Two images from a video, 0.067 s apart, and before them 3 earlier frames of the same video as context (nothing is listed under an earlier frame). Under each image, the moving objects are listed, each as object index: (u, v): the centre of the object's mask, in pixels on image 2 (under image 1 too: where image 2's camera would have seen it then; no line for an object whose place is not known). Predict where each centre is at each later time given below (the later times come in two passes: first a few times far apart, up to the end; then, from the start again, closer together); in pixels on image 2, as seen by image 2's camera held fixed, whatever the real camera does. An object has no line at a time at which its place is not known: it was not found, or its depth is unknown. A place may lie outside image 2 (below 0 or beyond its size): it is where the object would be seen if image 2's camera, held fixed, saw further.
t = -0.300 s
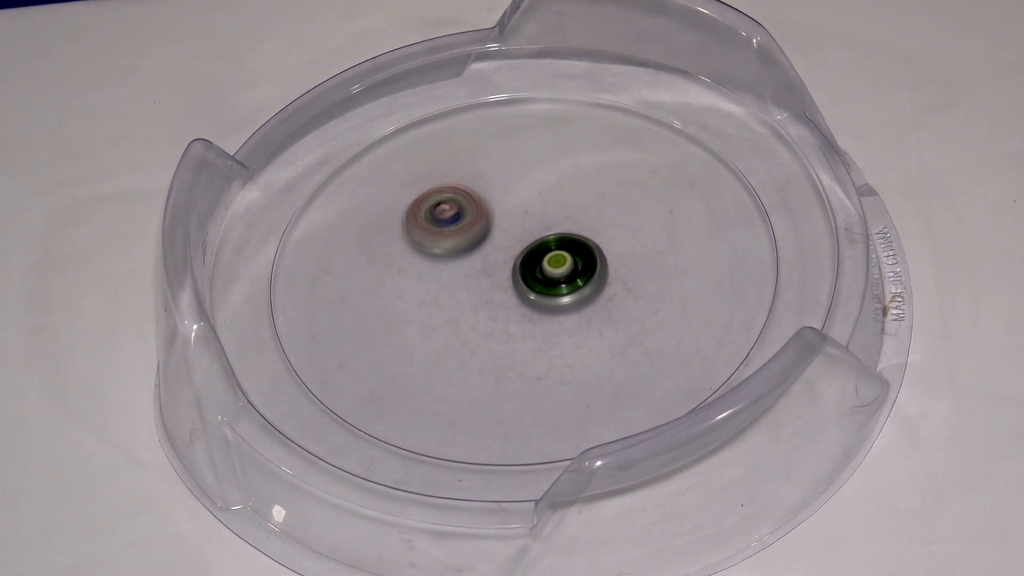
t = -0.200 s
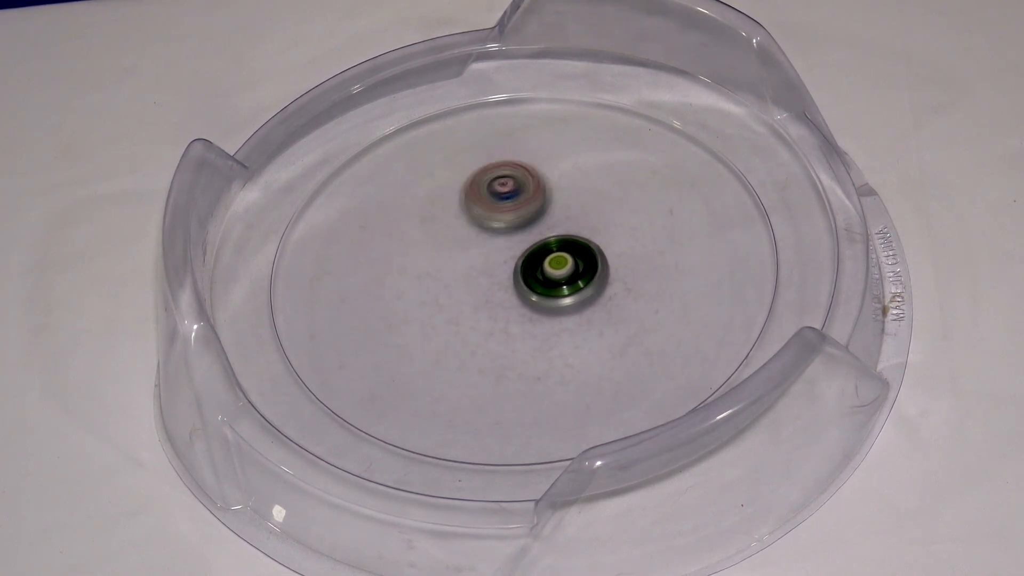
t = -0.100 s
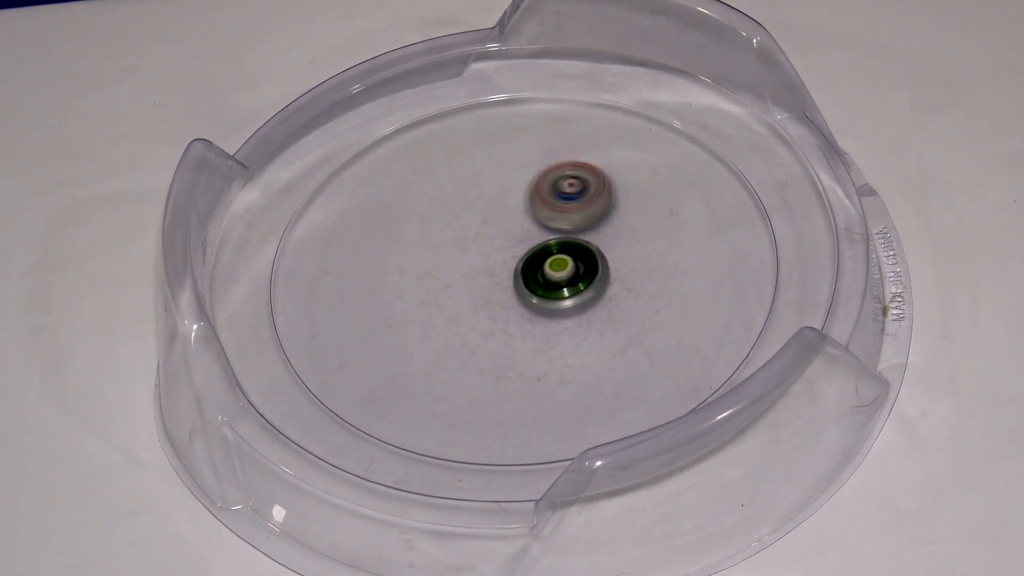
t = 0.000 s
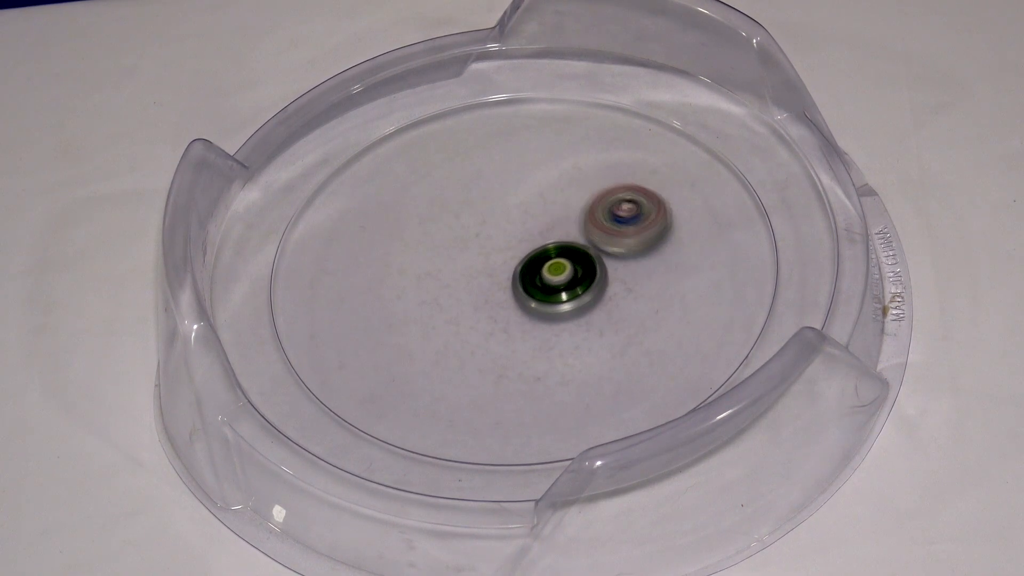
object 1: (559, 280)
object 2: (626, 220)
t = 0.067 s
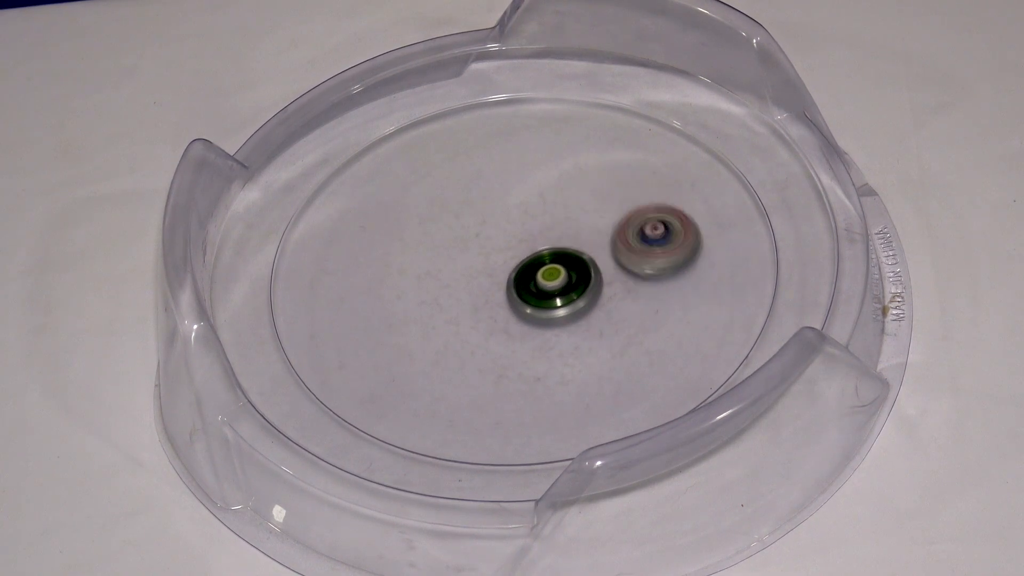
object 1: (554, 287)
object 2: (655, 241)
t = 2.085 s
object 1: (585, 224)
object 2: (327, 225)
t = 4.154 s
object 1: (596, 255)
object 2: (487, 265)
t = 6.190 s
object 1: (498, 360)
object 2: (618, 192)
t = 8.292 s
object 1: (583, 279)
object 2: (472, 266)
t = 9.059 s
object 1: (507, 361)
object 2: (639, 235)
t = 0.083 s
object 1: (553, 287)
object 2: (660, 248)
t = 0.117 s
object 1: (553, 289)
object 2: (666, 263)
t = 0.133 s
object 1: (553, 289)
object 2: (667, 271)
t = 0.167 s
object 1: (552, 291)
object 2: (666, 288)
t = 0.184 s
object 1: (552, 291)
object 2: (664, 296)
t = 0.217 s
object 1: (551, 292)
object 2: (657, 312)
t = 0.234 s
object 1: (551, 293)
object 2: (651, 320)
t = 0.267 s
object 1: (551, 294)
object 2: (638, 335)
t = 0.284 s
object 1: (550, 294)
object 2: (630, 341)
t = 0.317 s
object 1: (549, 295)
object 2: (611, 352)
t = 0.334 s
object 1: (549, 295)
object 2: (601, 357)
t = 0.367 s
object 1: (548, 296)
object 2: (579, 364)
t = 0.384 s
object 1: (547, 296)
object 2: (567, 367)
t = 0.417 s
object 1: (547, 297)
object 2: (543, 369)
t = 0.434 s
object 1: (547, 297)
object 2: (531, 369)
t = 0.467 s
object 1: (547, 298)
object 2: (509, 366)
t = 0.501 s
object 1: (547, 299)
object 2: (488, 361)
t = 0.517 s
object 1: (546, 300)
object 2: (478, 356)
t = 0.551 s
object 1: (546, 301)
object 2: (462, 346)
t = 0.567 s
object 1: (546, 301)
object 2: (454, 341)
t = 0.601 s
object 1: (545, 301)
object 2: (443, 327)
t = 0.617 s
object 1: (545, 301)
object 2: (438, 320)
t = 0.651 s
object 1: (544, 302)
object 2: (432, 304)
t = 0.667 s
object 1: (544, 302)
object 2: (430, 297)
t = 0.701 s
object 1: (543, 302)
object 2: (430, 281)
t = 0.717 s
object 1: (543, 302)
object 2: (431, 273)
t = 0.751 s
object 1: (542, 302)
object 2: (437, 256)
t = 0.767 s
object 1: (542, 302)
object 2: (441, 249)
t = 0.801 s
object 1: (541, 302)
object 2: (451, 234)
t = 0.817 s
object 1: (541, 302)
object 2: (458, 227)
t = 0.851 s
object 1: (540, 302)
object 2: (473, 215)
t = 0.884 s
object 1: (539, 302)
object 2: (489, 204)
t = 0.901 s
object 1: (538, 302)
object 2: (499, 199)
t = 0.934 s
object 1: (537, 301)
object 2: (519, 192)
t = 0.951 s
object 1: (537, 301)
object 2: (529, 190)
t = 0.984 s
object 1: (536, 300)
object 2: (551, 186)
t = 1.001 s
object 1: (536, 300)
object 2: (561, 186)
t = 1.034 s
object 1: (535, 299)
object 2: (582, 187)
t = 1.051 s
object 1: (534, 299)
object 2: (592, 189)
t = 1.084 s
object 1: (534, 299)
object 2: (611, 195)
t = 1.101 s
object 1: (533, 298)
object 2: (620, 199)
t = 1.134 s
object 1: (532, 298)
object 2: (635, 208)
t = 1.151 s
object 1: (532, 297)
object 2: (642, 214)
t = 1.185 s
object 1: (531, 296)
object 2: (653, 228)
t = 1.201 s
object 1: (531, 296)
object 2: (657, 235)
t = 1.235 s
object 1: (529, 295)
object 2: (661, 250)
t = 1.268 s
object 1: (528, 294)
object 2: (662, 267)
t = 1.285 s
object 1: (527, 293)
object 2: (660, 276)
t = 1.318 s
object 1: (526, 293)
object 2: (654, 292)
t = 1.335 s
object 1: (525, 293)
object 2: (649, 300)
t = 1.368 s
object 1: (524, 292)
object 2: (637, 315)
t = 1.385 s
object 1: (523, 292)
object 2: (629, 322)
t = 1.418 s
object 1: (522, 291)
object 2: (612, 334)
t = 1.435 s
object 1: (522, 291)
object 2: (602, 339)
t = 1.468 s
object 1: (520, 290)
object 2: (581, 348)
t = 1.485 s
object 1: (520, 289)
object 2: (570, 351)
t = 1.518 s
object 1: (519, 288)
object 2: (547, 355)
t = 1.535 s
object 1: (519, 287)
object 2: (536, 356)
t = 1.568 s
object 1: (518, 275)
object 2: (513, 370)
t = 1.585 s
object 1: (518, 267)
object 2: (502, 376)
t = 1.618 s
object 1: (518, 254)
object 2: (479, 385)
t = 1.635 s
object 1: (517, 249)
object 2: (469, 387)
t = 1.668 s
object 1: (517, 240)
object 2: (449, 387)
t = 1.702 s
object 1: (516, 235)
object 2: (431, 384)
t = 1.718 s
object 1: (515, 233)
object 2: (423, 380)
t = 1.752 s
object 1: (513, 232)
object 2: (407, 371)
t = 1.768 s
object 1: (512, 231)
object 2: (400, 366)
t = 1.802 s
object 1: (509, 231)
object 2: (388, 353)
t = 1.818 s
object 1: (508, 231)
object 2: (383, 346)
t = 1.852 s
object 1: (506, 231)
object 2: (376, 332)
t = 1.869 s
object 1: (505, 232)
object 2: (374, 324)
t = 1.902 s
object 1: (503, 232)
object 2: (373, 308)
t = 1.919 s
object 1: (502, 232)
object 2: (373, 300)
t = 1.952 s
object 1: (500, 232)
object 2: (378, 283)
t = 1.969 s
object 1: (499, 232)
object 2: (381, 276)
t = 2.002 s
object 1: (498, 232)
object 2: (392, 261)
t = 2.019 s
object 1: (498, 233)
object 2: (398, 254)
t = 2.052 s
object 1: (525, 231)
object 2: (379, 240)
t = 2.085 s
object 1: (585, 224)
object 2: (327, 225)
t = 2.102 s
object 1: (614, 222)
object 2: (300, 217)
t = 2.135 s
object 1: (668, 213)
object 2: (276, 202)
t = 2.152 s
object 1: (692, 208)
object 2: (269, 198)
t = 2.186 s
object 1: (737, 199)
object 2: (272, 200)
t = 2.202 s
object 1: (754, 192)
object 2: (286, 207)
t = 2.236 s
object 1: (776, 187)
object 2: (322, 219)
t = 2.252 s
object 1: (787, 189)
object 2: (341, 222)
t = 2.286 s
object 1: (804, 188)
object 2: (382, 230)
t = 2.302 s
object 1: (810, 188)
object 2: (404, 235)
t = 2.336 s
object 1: (811, 189)
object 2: (451, 241)
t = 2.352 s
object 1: (809, 191)
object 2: (471, 243)
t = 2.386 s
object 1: (803, 193)
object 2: (516, 247)
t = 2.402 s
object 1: (798, 194)
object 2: (538, 249)
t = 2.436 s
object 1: (783, 196)
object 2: (577, 253)
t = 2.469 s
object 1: (766, 200)
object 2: (612, 258)
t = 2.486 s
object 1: (756, 203)
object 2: (628, 261)
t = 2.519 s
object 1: (733, 205)
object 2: (654, 266)
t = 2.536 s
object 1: (720, 208)
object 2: (663, 270)
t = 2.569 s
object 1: (703, 200)
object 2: (664, 292)
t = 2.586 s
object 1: (695, 195)
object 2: (663, 302)
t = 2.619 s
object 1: (674, 185)
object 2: (658, 322)
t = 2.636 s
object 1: (663, 181)
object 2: (655, 331)
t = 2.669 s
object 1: (638, 173)
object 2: (646, 346)
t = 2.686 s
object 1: (625, 169)
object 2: (642, 352)
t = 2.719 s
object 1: (598, 162)
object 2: (630, 365)
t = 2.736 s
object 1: (586, 160)
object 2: (624, 370)
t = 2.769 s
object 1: (560, 159)
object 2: (611, 378)
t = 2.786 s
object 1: (548, 160)
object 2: (604, 382)
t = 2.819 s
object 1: (526, 163)
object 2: (589, 389)
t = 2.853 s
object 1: (506, 170)
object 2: (573, 392)
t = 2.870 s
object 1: (497, 174)
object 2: (563, 394)
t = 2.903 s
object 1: (481, 185)
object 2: (544, 394)
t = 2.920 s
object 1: (475, 191)
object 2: (535, 394)
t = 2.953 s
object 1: (465, 204)
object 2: (517, 390)
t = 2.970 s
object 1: (462, 212)
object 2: (508, 387)
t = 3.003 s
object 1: (459, 226)
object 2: (492, 379)
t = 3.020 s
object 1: (458, 233)
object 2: (485, 374)
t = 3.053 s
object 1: (460, 248)
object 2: (475, 362)
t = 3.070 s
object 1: (462, 255)
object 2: (471, 355)
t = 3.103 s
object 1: (469, 266)
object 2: (466, 342)
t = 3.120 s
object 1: (476, 262)
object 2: (460, 349)
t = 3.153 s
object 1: (498, 230)
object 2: (443, 377)
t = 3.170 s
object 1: (509, 217)
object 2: (435, 389)
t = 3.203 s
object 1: (531, 192)
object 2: (423, 409)
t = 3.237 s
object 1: (553, 170)
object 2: (415, 422)
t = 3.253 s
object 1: (564, 161)
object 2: (412, 428)
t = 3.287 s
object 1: (582, 145)
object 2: (414, 427)
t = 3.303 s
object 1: (590, 139)
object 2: (416, 425)
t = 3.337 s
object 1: (602, 132)
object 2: (420, 416)
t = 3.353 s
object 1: (607, 129)
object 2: (422, 413)
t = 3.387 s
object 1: (614, 129)
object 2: (426, 401)
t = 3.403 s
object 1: (616, 130)
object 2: (429, 395)
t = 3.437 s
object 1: (616, 134)
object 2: (434, 380)
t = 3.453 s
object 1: (616, 137)
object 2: (438, 371)
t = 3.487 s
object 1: (613, 145)
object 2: (444, 354)
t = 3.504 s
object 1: (611, 149)
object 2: (447, 345)
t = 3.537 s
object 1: (605, 161)
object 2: (456, 325)
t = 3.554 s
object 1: (602, 167)
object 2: (460, 316)
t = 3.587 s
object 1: (595, 180)
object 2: (472, 297)
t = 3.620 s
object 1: (586, 195)
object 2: (486, 280)
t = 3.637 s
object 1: (582, 203)
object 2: (494, 272)
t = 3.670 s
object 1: (586, 211)
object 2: (493, 268)
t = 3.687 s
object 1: (600, 207)
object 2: (478, 273)
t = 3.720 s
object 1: (624, 200)
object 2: (449, 285)
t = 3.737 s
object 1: (634, 198)
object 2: (435, 290)
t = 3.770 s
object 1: (650, 194)
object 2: (415, 299)
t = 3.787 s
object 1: (656, 194)
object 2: (406, 303)
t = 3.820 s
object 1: (664, 194)
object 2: (393, 310)
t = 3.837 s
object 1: (666, 195)
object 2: (388, 313)
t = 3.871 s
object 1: (666, 197)
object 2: (385, 316)
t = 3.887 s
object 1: (665, 199)
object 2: (385, 316)
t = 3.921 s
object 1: (661, 204)
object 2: (389, 317)
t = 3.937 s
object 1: (659, 206)
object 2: (393, 316)
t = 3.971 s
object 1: (652, 212)
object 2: (404, 313)
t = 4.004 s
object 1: (643, 219)
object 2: (418, 307)
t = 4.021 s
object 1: (639, 222)
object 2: (425, 304)
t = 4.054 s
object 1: (629, 230)
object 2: (441, 295)
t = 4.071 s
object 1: (624, 235)
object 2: (449, 291)
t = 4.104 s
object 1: (613, 243)
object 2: (464, 281)
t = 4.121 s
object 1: (608, 246)
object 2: (472, 275)
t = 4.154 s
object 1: (596, 255)
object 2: (487, 265)
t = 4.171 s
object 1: (591, 260)
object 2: (495, 260)
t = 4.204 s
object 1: (592, 271)
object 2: (499, 249)
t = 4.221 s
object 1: (595, 277)
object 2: (500, 243)
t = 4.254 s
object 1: (600, 289)
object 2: (506, 234)
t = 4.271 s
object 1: (602, 294)
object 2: (511, 230)
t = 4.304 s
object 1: (608, 307)
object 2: (522, 223)
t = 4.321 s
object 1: (611, 312)
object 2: (529, 220)
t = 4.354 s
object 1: (618, 322)
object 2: (544, 216)
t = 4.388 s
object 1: (626, 330)
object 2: (560, 213)
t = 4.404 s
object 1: (629, 333)
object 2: (568, 212)
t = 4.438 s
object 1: (637, 339)
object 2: (584, 213)
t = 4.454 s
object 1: (640, 341)
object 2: (592, 214)
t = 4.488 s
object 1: (647, 344)
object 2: (608, 218)
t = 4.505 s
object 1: (650, 345)
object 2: (615, 221)
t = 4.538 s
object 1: (656, 345)
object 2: (627, 229)
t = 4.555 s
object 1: (659, 344)
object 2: (632, 233)
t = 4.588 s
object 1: (663, 341)
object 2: (639, 244)
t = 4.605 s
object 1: (664, 339)
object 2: (642, 250)
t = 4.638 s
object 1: (664, 335)
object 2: (644, 262)
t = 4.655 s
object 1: (663, 332)
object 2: (643, 267)
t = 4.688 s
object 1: (666, 340)
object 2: (632, 267)
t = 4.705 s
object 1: (670, 350)
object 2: (621, 259)
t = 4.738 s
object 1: (678, 368)
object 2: (597, 240)
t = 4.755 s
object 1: (681, 374)
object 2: (585, 232)
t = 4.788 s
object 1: (683, 381)
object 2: (561, 218)
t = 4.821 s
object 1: (683, 386)
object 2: (538, 206)
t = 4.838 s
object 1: (683, 387)
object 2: (527, 202)
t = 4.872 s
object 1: (679, 390)
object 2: (507, 195)
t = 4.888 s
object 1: (677, 390)
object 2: (499, 193)
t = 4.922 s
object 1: (670, 389)
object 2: (485, 190)
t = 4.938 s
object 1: (667, 388)
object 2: (480, 190)
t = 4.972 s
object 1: (659, 385)
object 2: (473, 192)
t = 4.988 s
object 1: (653, 381)
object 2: (471, 193)
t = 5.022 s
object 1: (641, 372)
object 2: (471, 197)
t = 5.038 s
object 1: (634, 366)
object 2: (472, 199)
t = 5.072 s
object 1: (620, 354)
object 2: (478, 204)
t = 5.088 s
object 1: (612, 347)
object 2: (482, 206)
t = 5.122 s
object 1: (596, 332)
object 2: (491, 210)
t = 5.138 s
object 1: (588, 324)
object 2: (496, 213)
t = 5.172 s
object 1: (571, 308)
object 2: (507, 219)
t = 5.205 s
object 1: (553, 293)
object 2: (517, 228)
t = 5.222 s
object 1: (546, 292)
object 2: (518, 225)
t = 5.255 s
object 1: (534, 300)
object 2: (516, 210)
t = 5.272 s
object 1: (527, 304)
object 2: (516, 203)
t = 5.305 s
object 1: (513, 312)
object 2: (517, 193)
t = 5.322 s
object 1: (506, 316)
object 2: (518, 190)
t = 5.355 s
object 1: (494, 325)
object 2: (523, 187)
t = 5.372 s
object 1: (489, 330)
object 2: (526, 186)
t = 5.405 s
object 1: (479, 338)
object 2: (534, 189)
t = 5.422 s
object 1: (475, 341)
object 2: (538, 192)
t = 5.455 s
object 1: (468, 348)
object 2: (546, 200)
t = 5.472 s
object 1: (466, 352)
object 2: (549, 205)
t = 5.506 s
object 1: (463, 357)
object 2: (553, 217)
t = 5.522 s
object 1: (462, 360)
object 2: (554, 224)
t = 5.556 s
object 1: (463, 363)
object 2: (553, 238)
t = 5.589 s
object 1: (466, 364)
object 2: (550, 252)
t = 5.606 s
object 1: (468, 364)
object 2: (547, 259)
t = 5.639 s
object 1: (471, 363)
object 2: (540, 271)
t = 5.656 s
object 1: (473, 362)
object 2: (536, 276)
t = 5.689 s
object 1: (478, 359)
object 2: (526, 287)
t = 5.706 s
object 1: (480, 357)
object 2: (521, 290)
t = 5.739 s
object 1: (478, 362)
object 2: (515, 286)
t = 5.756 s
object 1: (472, 374)
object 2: (520, 267)
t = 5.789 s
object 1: (461, 392)
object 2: (531, 232)
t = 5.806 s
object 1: (457, 400)
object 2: (535, 217)
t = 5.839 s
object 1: (452, 411)
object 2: (544, 187)
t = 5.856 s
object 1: (450, 415)
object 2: (548, 173)
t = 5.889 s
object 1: (449, 419)
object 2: (554, 152)
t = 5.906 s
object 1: (450, 419)
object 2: (557, 143)
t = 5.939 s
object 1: (451, 418)
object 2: (563, 130)
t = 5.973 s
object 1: (454, 415)
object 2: (570, 125)
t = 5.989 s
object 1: (456, 413)
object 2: (573, 124)
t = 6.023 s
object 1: (460, 409)
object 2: (580, 128)
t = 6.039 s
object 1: (463, 406)
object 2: (584, 131)
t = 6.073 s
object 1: (469, 398)
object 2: (593, 141)
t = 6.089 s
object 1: (473, 394)
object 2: (596, 147)
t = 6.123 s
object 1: (481, 384)
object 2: (605, 160)
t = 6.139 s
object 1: (485, 379)
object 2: (609, 167)
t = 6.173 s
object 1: (493, 366)
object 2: (615, 183)
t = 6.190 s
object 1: (498, 360)
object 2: (618, 192)
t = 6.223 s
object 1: (506, 346)
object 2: (621, 208)
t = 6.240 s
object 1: (510, 338)
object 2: (622, 217)
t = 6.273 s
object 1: (518, 323)
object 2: (622, 233)
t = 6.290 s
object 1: (521, 315)
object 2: (622, 241)
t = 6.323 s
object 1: (525, 297)
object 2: (618, 257)
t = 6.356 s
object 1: (521, 280)
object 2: (622, 268)
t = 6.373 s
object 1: (515, 272)
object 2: (629, 272)
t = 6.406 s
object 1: (499, 255)
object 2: (641, 281)
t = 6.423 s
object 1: (492, 249)
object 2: (645, 286)
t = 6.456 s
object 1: (478, 235)
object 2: (650, 293)
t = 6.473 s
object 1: (471, 229)
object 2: (651, 299)
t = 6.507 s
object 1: (456, 216)
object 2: (651, 308)
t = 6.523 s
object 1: (449, 211)
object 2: (649, 312)
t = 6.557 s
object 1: (436, 202)
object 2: (644, 320)
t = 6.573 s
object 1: (430, 199)
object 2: (642, 324)
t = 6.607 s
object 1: (418, 194)
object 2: (635, 330)
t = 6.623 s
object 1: (413, 192)
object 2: (631, 334)
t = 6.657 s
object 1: (404, 191)
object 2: (623, 340)
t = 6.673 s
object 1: (400, 191)
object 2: (619, 342)
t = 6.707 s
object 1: (395, 194)
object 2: (609, 347)
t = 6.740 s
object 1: (395, 198)
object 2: (598, 352)
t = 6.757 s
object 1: (396, 201)
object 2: (593, 354)
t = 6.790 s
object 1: (400, 207)
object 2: (580, 357)
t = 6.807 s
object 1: (403, 210)
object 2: (573, 358)
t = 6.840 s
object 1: (411, 217)
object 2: (560, 357)
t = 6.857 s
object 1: (416, 221)
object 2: (552, 356)
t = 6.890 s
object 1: (426, 228)
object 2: (539, 352)
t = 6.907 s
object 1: (432, 232)
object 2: (534, 348)
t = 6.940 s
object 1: (445, 240)
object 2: (525, 341)
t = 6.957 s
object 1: (452, 244)
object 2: (521, 336)
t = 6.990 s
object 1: (466, 251)
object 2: (516, 326)
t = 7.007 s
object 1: (473, 254)
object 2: (514, 321)
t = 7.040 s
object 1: (481, 248)
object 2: (520, 325)
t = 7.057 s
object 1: (483, 241)
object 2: (525, 330)
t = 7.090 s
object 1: (488, 232)
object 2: (535, 336)
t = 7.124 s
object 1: (494, 226)
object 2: (544, 338)
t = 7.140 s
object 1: (497, 224)
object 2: (549, 339)
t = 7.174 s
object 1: (502, 223)
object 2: (554, 336)
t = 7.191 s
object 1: (505, 222)
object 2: (556, 334)
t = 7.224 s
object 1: (509, 223)
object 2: (557, 329)
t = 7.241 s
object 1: (512, 223)
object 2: (556, 325)
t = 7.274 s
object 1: (518, 225)
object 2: (554, 318)
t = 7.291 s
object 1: (522, 225)
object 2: (552, 313)
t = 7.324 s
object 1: (531, 227)
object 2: (551, 304)
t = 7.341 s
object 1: (536, 227)
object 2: (551, 300)
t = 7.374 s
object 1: (547, 219)
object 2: (551, 301)
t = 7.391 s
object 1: (552, 215)
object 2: (551, 302)
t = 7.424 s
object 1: (563, 209)
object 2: (552, 301)
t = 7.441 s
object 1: (567, 207)
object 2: (553, 300)
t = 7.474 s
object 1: (576, 205)
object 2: (556, 296)
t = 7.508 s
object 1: (582, 204)
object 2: (561, 292)
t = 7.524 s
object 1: (585, 205)
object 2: (564, 290)
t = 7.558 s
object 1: (588, 206)
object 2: (570, 286)
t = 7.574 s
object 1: (589, 207)
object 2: (574, 285)
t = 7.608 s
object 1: (590, 208)
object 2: (579, 284)
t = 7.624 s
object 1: (591, 208)
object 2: (580, 286)
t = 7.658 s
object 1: (593, 205)
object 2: (581, 293)
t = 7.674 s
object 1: (594, 205)
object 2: (581, 297)
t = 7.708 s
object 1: (594, 206)
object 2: (579, 300)
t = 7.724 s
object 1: (595, 207)
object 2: (578, 302)
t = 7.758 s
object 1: (594, 209)
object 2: (574, 305)
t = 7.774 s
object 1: (594, 211)
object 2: (572, 305)
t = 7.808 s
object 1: (594, 214)
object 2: (567, 306)
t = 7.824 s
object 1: (594, 215)
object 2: (565, 306)
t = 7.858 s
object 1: (593, 219)
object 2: (558, 304)
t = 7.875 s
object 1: (592, 221)
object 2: (555, 304)
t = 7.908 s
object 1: (592, 227)
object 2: (548, 301)
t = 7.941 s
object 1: (593, 232)
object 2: (538, 302)
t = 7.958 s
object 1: (598, 230)
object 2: (529, 307)
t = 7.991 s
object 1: (605, 227)
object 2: (511, 315)
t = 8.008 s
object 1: (608, 228)
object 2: (503, 318)
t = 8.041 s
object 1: (610, 229)
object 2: (490, 320)
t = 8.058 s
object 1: (611, 230)
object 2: (484, 320)
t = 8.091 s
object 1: (610, 233)
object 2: (476, 316)
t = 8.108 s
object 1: (609, 235)
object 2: (472, 314)
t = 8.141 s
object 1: (606, 239)
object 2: (467, 307)
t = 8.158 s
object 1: (605, 242)
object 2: (464, 303)
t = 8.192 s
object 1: (601, 248)
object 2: (462, 294)
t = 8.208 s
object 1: (598, 253)
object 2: (462, 289)
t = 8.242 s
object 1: (592, 262)
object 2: (464, 280)
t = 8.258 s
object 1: (589, 267)
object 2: (466, 275)
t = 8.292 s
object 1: (583, 279)
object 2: (472, 266)
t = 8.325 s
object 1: (577, 291)
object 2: (480, 259)
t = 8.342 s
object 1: (574, 297)
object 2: (486, 255)
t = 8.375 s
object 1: (569, 309)
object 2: (497, 249)
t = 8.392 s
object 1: (566, 315)
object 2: (503, 247)
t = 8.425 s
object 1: (562, 325)
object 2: (516, 243)
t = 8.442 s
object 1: (561, 331)
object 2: (523, 242)
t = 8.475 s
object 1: (558, 341)
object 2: (536, 241)
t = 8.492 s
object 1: (558, 345)
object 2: (543, 241)
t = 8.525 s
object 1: (557, 353)
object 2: (556, 243)
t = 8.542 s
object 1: (557, 356)
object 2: (562, 244)
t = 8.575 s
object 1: (558, 362)
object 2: (574, 249)
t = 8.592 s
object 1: (560, 364)
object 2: (579, 251)
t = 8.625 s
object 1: (562, 366)
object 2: (588, 257)
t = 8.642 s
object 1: (563, 368)
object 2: (592, 261)
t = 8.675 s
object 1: (565, 367)
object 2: (598, 269)
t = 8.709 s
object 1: (565, 365)
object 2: (602, 278)
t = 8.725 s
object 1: (565, 363)
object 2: (603, 282)
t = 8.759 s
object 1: (564, 359)
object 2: (603, 291)
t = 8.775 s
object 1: (564, 358)
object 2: (603, 294)
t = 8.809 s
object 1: (549, 369)
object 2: (612, 281)
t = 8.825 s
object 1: (542, 373)
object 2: (617, 273)
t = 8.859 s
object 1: (530, 379)
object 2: (625, 259)
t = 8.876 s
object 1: (525, 381)
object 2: (628, 253)
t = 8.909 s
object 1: (517, 381)
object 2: (632, 243)
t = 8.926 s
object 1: (515, 380)
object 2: (633, 240)
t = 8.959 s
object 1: (511, 377)
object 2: (635, 235)
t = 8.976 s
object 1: (510, 376)
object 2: (636, 234)
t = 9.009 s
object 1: (509, 371)
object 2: (638, 233)
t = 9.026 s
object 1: (508, 368)
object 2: (638, 233)
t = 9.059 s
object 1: (507, 361)
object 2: (639, 235)
